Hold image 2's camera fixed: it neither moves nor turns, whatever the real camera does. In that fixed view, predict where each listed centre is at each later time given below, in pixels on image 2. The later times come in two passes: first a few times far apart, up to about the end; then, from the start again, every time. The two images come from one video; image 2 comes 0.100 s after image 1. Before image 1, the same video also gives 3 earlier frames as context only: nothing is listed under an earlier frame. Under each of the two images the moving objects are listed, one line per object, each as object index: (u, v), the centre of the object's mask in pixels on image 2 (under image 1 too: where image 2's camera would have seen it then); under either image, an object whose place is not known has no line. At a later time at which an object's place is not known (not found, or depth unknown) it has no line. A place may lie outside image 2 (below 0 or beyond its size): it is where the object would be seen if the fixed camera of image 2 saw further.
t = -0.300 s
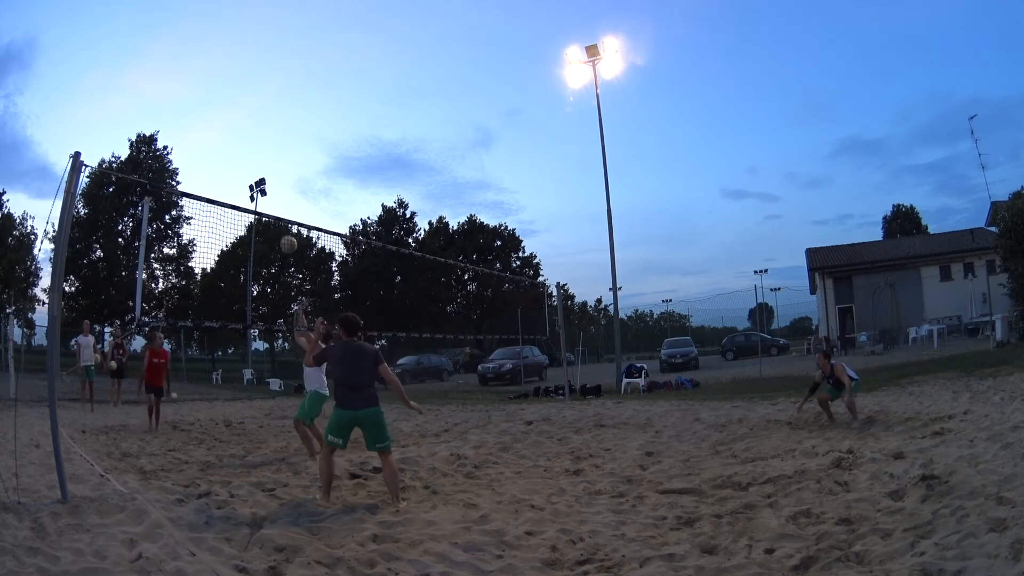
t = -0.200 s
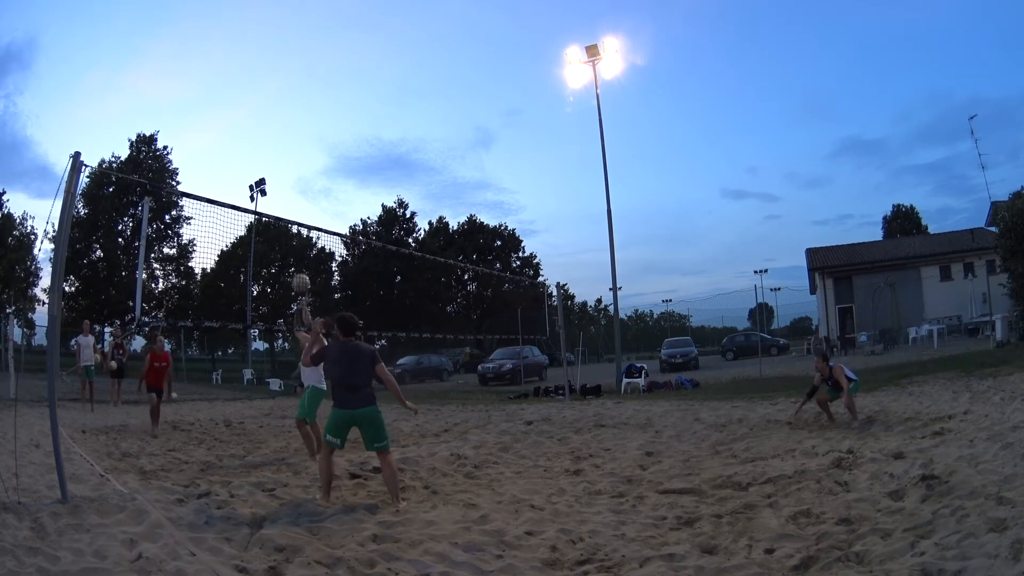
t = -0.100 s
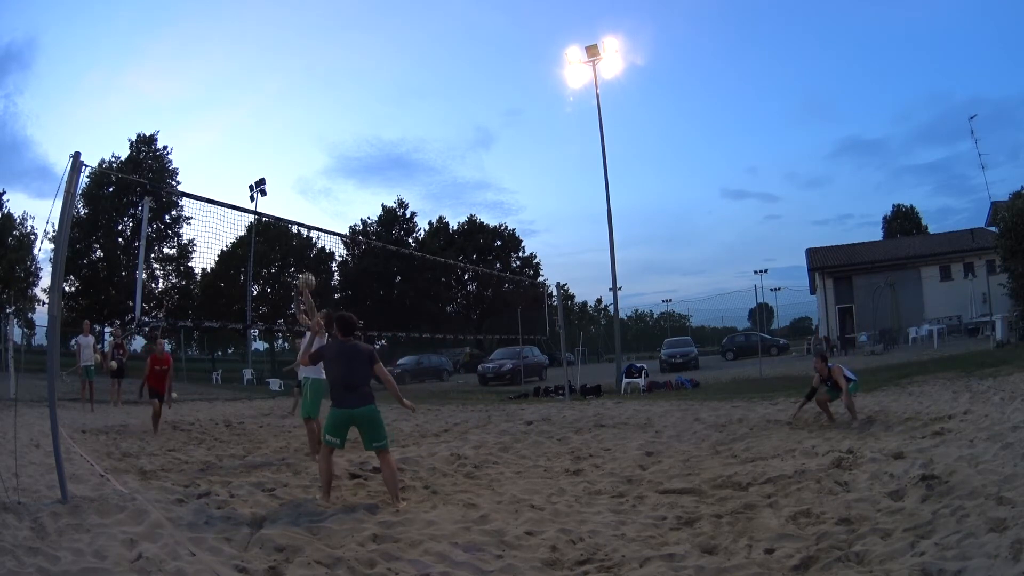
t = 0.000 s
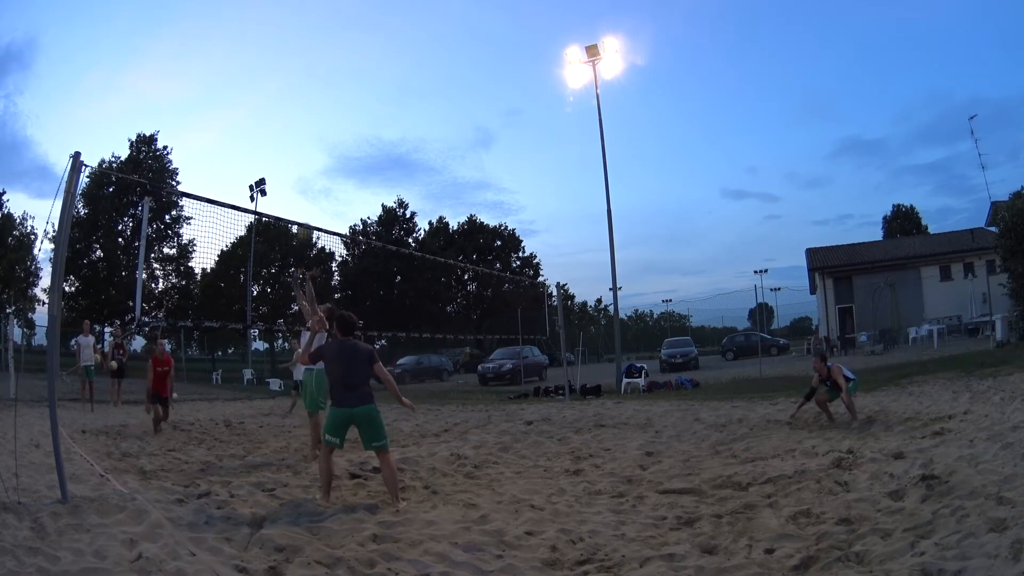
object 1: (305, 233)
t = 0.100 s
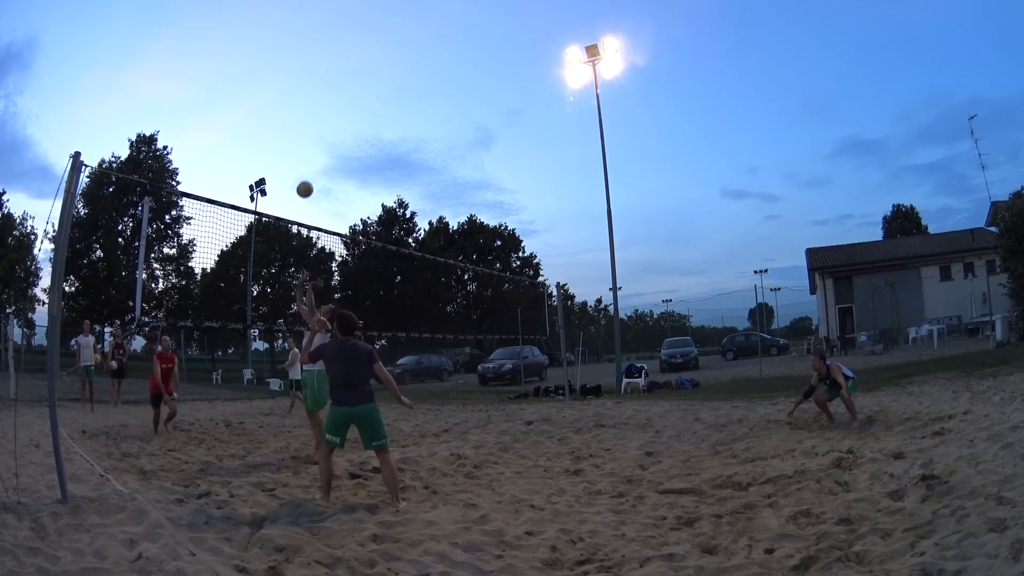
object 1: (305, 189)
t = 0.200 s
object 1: (305, 157)
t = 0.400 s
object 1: (305, 116)
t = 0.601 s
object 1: (301, 104)
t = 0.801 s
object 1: (293, 118)
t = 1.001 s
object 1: (281, 161)
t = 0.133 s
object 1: (305, 177)
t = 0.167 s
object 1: (305, 166)
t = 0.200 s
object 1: (305, 157)
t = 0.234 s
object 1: (305, 148)
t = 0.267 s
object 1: (305, 140)
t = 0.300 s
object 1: (305, 133)
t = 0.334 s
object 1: (305, 127)
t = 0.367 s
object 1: (305, 121)
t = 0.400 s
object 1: (305, 116)
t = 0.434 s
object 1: (304, 113)
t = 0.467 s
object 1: (304, 110)
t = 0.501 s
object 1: (303, 107)
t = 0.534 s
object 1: (302, 105)
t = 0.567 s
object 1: (302, 104)
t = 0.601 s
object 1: (301, 104)
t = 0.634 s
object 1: (300, 105)
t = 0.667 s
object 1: (298, 106)
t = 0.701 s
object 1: (297, 108)
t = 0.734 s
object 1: (296, 110)
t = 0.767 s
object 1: (294, 114)
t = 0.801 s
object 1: (293, 118)
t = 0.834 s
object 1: (291, 123)
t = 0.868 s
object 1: (289, 129)
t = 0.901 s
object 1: (287, 135)
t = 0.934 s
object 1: (285, 143)
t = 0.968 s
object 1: (283, 152)
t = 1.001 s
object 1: (281, 161)
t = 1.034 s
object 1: (279, 172)
